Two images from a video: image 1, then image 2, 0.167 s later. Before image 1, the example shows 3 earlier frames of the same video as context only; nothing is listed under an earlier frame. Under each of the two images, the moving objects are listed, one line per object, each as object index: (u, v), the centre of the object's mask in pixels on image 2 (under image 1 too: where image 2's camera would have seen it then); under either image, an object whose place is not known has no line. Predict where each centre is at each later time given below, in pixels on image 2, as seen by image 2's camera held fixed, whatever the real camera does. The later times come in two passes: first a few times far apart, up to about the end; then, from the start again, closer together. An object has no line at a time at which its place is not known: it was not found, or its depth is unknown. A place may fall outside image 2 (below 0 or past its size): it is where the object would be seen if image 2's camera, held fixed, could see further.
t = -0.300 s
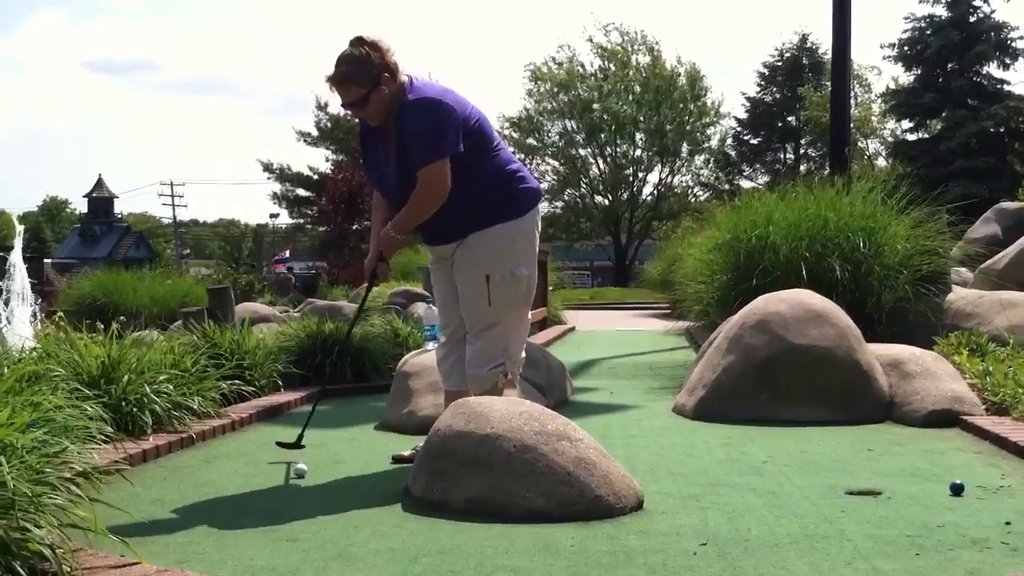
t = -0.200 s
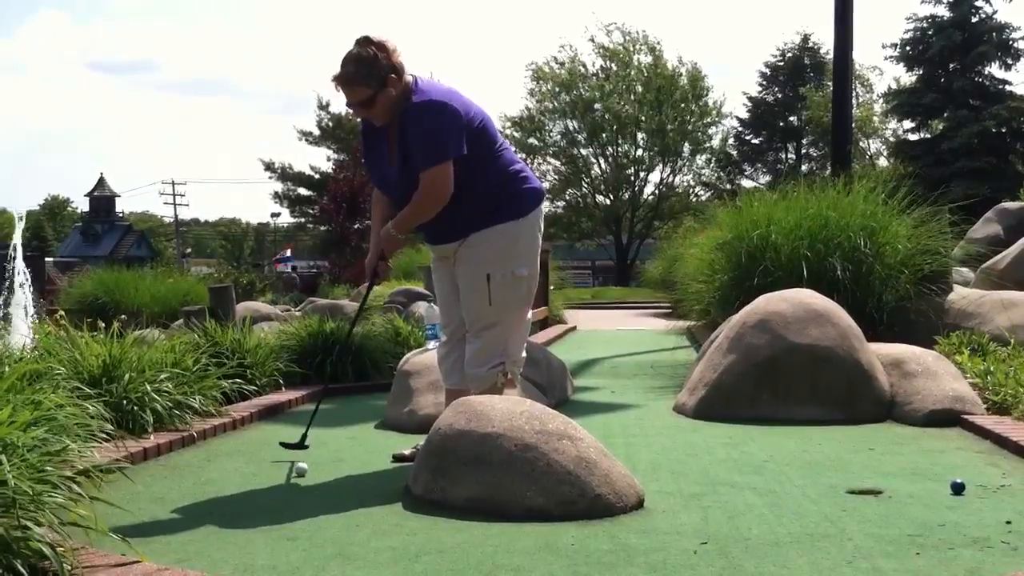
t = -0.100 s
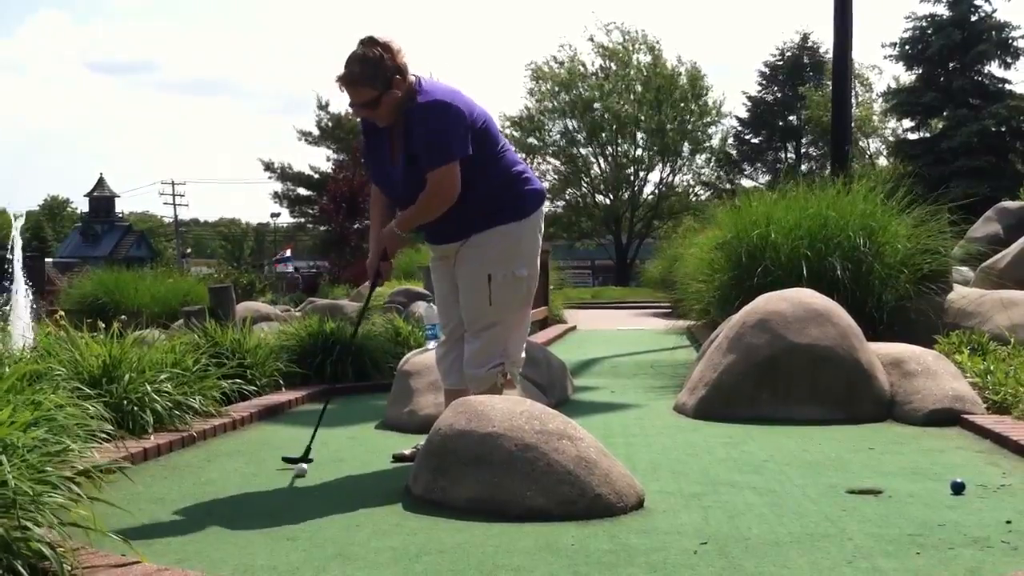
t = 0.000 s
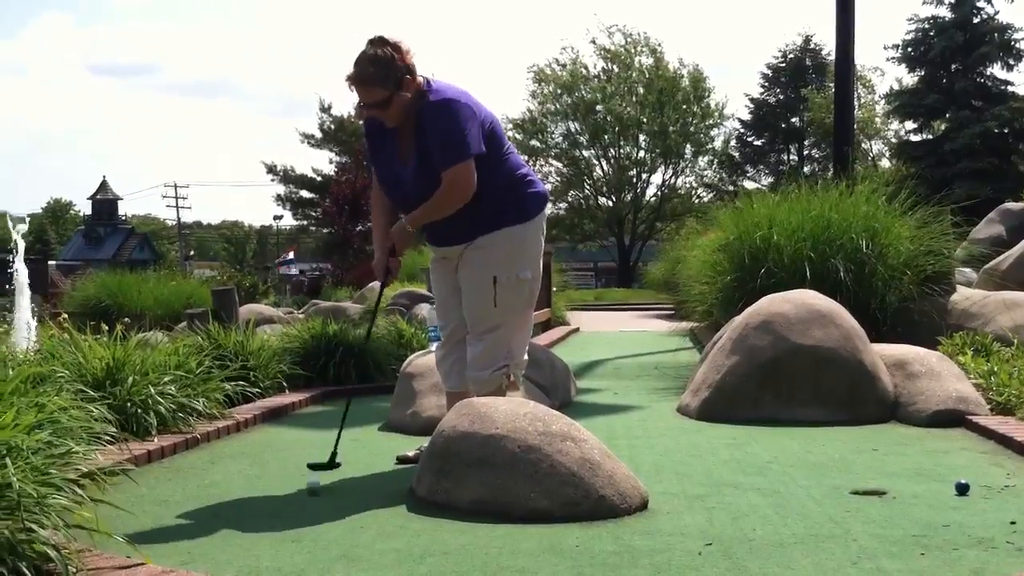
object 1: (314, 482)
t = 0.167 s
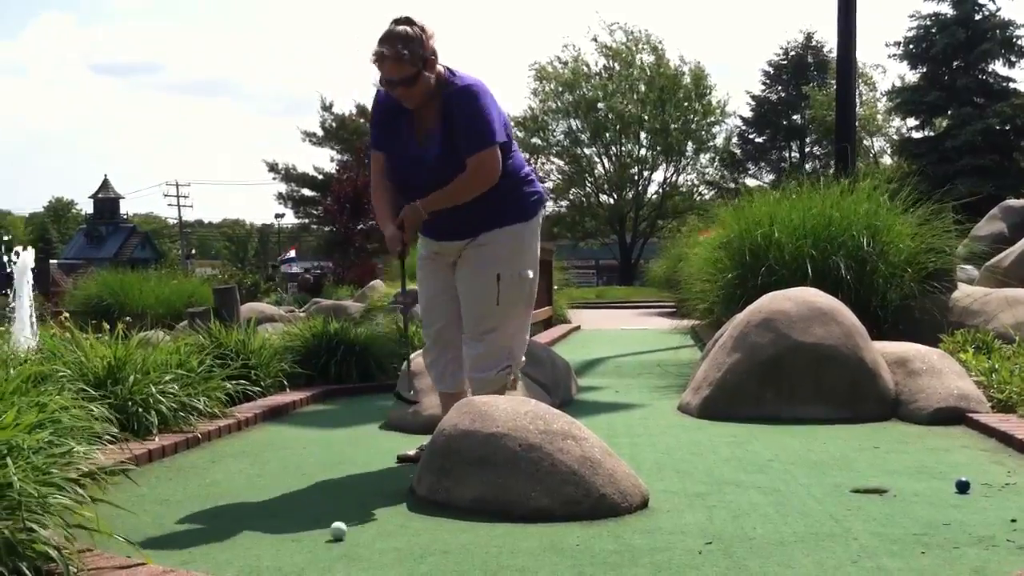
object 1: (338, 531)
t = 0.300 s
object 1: (363, 569)
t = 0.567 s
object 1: (583, 539)
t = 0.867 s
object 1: (848, 549)
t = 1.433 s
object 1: (1056, 512)
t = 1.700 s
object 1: (984, 493)
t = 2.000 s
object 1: (958, 486)
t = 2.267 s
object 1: (948, 483)
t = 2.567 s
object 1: (941, 482)
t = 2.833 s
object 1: (941, 481)
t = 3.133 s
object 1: (943, 481)
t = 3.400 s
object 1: (943, 481)
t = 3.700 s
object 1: (944, 482)
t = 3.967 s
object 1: (943, 481)
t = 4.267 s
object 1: (944, 481)
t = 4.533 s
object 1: (943, 482)
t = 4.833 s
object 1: (943, 482)
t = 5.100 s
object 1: (943, 481)
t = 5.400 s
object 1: (943, 481)
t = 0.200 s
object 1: (344, 540)
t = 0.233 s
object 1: (350, 551)
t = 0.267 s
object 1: (356, 562)
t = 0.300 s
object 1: (363, 569)
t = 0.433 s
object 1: (438, 566)
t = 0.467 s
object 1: (476, 553)
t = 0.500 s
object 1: (512, 543)
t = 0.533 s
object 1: (549, 538)
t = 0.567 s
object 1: (583, 539)
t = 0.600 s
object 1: (616, 545)
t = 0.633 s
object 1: (650, 557)
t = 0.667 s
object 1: (681, 562)
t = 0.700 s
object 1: (709, 551)
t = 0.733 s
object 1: (738, 545)
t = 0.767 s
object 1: (766, 544)
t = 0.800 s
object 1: (794, 548)
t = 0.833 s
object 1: (822, 555)
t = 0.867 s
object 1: (848, 549)
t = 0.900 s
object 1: (875, 546)
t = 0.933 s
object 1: (902, 549)
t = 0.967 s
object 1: (927, 545)
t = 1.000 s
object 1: (952, 543)
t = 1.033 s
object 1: (976, 544)
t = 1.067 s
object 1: (1000, 541)
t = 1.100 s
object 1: (1023, 540)
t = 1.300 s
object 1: (1124, 517)
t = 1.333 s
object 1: (1107, 510)
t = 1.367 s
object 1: (1090, 506)
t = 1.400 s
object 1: (1073, 507)
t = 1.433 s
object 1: (1056, 512)
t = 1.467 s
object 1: (1046, 508)
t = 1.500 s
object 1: (1037, 503)
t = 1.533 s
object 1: (1028, 502)
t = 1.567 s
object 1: (1019, 503)
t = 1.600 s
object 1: (1011, 498)
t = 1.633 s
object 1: (1002, 498)
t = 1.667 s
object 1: (993, 495)
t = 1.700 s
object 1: (984, 493)
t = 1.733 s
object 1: (975, 491)
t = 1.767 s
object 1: (969, 488)
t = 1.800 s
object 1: (968, 488)
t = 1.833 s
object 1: (965, 488)
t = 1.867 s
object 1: (964, 487)
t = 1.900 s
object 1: (962, 487)
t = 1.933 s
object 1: (961, 487)
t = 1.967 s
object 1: (960, 486)
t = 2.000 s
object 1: (958, 486)
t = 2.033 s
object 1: (956, 486)
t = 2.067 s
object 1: (955, 485)
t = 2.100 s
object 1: (954, 485)
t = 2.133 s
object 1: (953, 484)
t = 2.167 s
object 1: (952, 484)
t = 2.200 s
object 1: (951, 484)
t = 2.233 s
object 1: (950, 484)
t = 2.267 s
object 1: (948, 483)
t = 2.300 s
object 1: (947, 483)
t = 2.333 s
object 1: (947, 483)
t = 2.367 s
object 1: (946, 483)
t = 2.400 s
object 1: (944, 482)
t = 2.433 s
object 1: (944, 482)
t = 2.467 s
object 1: (943, 482)
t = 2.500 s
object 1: (943, 482)
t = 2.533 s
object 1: (942, 482)
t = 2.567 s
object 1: (941, 482)
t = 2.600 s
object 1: (941, 481)
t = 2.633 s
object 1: (941, 481)
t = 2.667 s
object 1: (941, 481)
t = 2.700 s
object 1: (941, 481)
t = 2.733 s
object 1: (941, 481)
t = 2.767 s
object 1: (941, 481)
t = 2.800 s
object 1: (941, 481)
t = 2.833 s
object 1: (941, 481)
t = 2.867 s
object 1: (941, 481)
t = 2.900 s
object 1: (941, 481)
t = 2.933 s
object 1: (942, 481)
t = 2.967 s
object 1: (942, 481)
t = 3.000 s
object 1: (942, 481)
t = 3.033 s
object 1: (943, 481)
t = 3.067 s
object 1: (943, 481)
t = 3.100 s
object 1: (943, 481)
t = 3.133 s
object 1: (943, 481)
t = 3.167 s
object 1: (943, 481)
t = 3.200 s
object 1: (943, 481)
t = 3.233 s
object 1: (943, 481)
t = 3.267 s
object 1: (943, 481)
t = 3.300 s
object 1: (944, 481)
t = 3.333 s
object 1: (943, 481)
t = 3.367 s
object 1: (943, 481)
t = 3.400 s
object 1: (943, 481)
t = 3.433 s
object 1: (944, 481)
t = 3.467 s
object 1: (943, 481)
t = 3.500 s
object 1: (944, 481)
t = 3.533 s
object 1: (944, 481)
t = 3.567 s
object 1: (943, 481)
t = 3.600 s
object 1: (944, 481)
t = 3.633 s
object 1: (944, 481)
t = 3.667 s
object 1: (944, 481)
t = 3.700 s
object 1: (944, 482)
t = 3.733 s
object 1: (944, 482)
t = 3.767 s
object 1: (943, 481)
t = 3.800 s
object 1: (943, 481)
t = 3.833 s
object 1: (943, 481)
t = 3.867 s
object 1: (943, 481)
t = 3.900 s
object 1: (943, 481)
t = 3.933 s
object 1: (943, 481)
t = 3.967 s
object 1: (943, 481)
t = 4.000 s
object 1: (943, 481)
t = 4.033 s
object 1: (944, 481)
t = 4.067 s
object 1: (943, 481)
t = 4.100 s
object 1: (943, 481)
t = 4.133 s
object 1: (943, 481)
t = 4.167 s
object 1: (943, 481)
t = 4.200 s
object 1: (943, 481)
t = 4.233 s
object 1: (944, 481)
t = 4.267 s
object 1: (944, 481)
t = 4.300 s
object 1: (944, 481)
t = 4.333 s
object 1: (944, 481)
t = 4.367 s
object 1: (944, 482)
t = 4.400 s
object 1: (944, 481)
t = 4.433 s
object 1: (944, 482)
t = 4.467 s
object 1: (943, 481)
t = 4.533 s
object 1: (943, 482)
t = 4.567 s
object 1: (943, 482)
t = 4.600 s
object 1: (943, 481)
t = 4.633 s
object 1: (943, 482)
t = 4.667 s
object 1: (944, 482)
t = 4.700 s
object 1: (944, 482)
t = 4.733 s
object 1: (943, 481)
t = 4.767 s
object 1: (943, 481)
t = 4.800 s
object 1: (943, 482)
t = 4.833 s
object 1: (943, 482)
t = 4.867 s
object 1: (943, 482)
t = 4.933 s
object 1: (944, 482)
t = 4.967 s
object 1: (944, 481)
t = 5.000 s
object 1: (943, 481)
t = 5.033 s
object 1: (943, 481)
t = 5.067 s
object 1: (943, 481)
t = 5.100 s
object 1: (943, 481)
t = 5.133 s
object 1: (943, 481)
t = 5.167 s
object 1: (943, 481)
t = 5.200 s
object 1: (943, 481)
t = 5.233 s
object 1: (943, 481)
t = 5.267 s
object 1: (943, 481)
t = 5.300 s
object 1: (943, 481)
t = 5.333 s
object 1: (943, 482)
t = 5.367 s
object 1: (943, 481)
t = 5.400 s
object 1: (943, 481)
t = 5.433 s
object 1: (943, 482)
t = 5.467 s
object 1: (943, 482)
